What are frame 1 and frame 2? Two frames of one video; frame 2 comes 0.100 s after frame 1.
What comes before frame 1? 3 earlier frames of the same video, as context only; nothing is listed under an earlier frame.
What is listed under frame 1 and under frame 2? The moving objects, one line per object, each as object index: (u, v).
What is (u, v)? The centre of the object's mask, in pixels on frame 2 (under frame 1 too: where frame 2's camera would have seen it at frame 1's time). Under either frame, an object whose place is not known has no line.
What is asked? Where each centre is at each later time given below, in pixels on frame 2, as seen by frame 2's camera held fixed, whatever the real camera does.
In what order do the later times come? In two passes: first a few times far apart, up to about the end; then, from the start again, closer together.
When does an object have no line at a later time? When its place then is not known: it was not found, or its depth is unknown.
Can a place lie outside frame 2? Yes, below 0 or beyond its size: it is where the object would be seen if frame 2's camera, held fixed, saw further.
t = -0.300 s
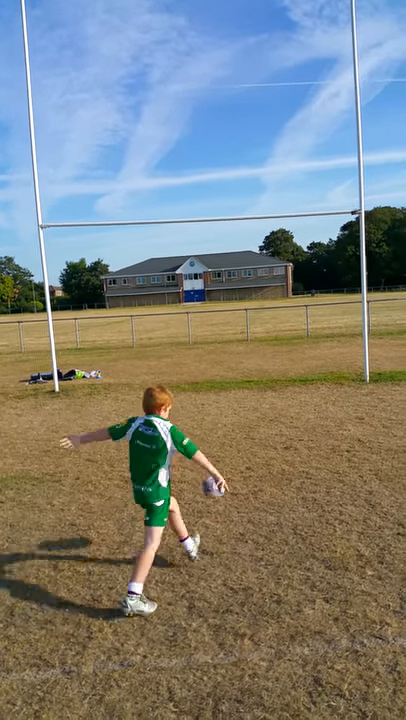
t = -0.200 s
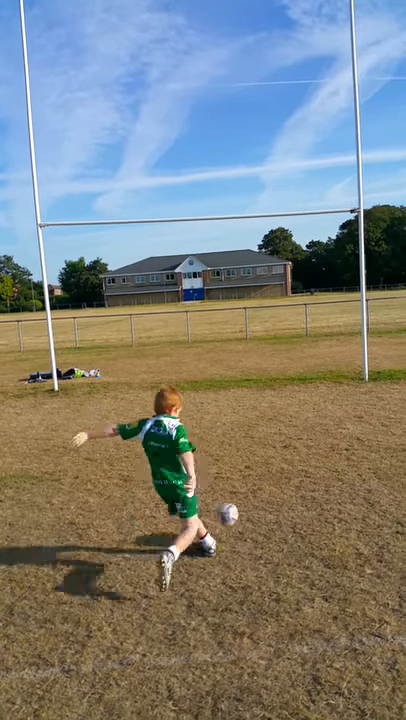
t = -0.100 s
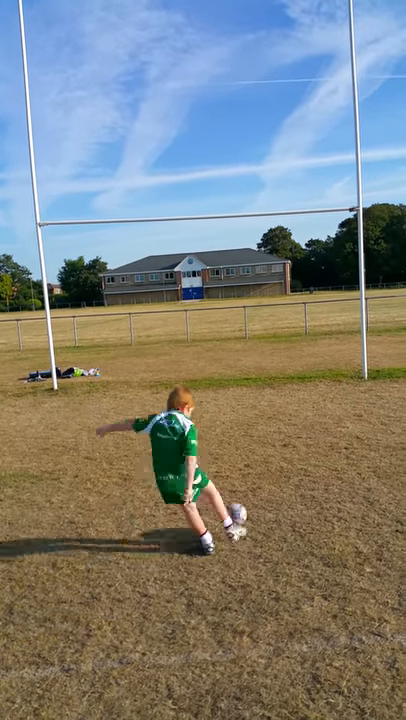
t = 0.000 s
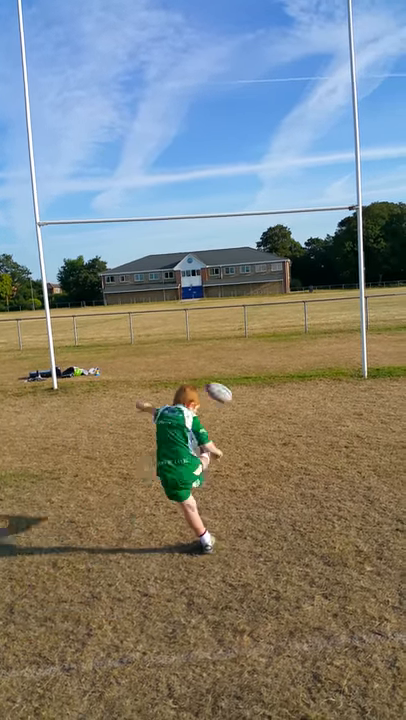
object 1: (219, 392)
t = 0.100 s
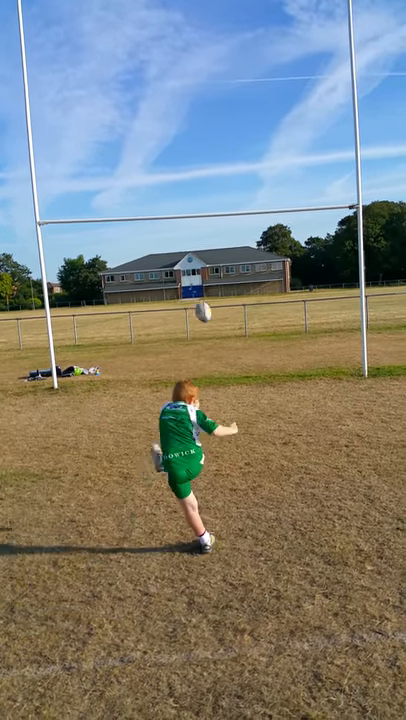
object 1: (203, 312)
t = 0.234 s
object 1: (187, 250)
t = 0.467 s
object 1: (168, 210)
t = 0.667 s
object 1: (157, 210)
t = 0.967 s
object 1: (145, 245)
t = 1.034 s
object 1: (144, 254)
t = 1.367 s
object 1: (139, 317)
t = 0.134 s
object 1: (199, 293)
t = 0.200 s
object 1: (191, 261)
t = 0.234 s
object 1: (187, 250)
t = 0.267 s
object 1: (184, 240)
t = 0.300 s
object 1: (181, 232)
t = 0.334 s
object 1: (177, 224)
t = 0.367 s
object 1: (175, 219)
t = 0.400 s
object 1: (172, 215)
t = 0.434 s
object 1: (170, 212)
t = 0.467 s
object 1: (168, 210)
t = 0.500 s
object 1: (165, 208)
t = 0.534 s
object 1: (163, 207)
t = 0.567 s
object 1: (162, 207)
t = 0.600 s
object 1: (160, 208)
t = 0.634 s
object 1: (158, 209)
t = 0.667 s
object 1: (157, 210)
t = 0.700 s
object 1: (155, 213)
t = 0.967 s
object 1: (145, 245)
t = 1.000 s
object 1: (145, 249)
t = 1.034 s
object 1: (144, 254)
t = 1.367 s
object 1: (139, 317)
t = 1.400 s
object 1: (139, 324)
